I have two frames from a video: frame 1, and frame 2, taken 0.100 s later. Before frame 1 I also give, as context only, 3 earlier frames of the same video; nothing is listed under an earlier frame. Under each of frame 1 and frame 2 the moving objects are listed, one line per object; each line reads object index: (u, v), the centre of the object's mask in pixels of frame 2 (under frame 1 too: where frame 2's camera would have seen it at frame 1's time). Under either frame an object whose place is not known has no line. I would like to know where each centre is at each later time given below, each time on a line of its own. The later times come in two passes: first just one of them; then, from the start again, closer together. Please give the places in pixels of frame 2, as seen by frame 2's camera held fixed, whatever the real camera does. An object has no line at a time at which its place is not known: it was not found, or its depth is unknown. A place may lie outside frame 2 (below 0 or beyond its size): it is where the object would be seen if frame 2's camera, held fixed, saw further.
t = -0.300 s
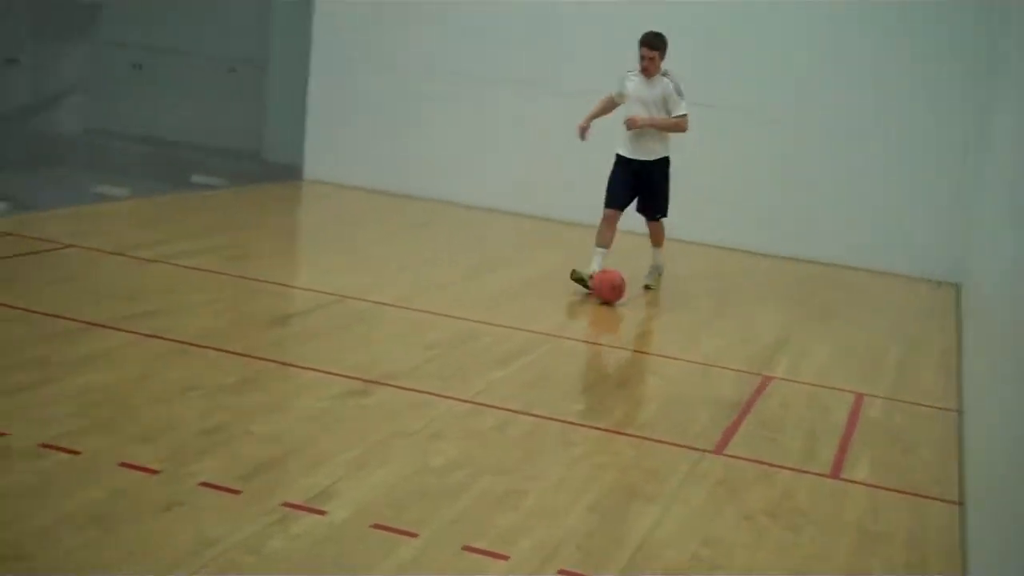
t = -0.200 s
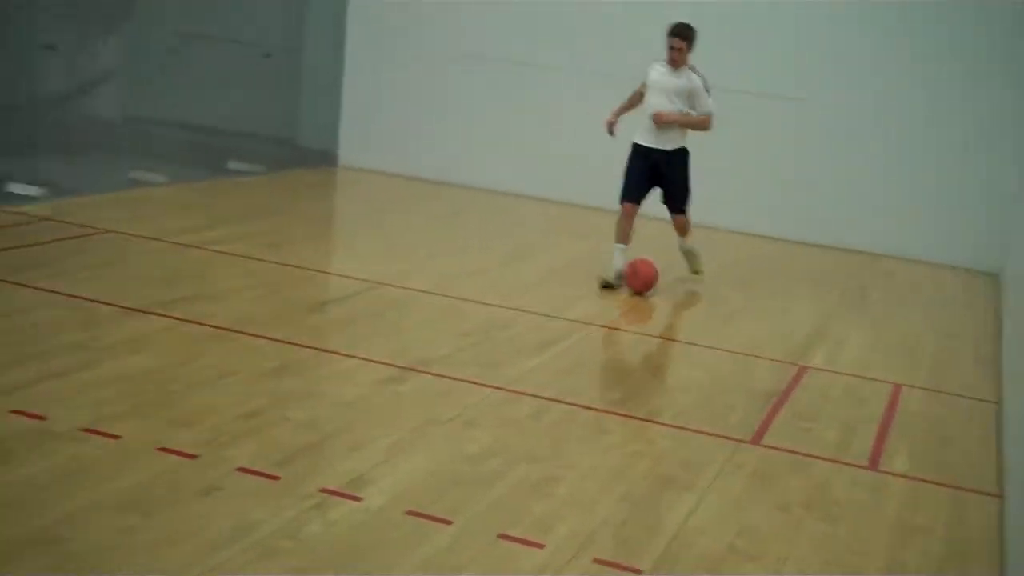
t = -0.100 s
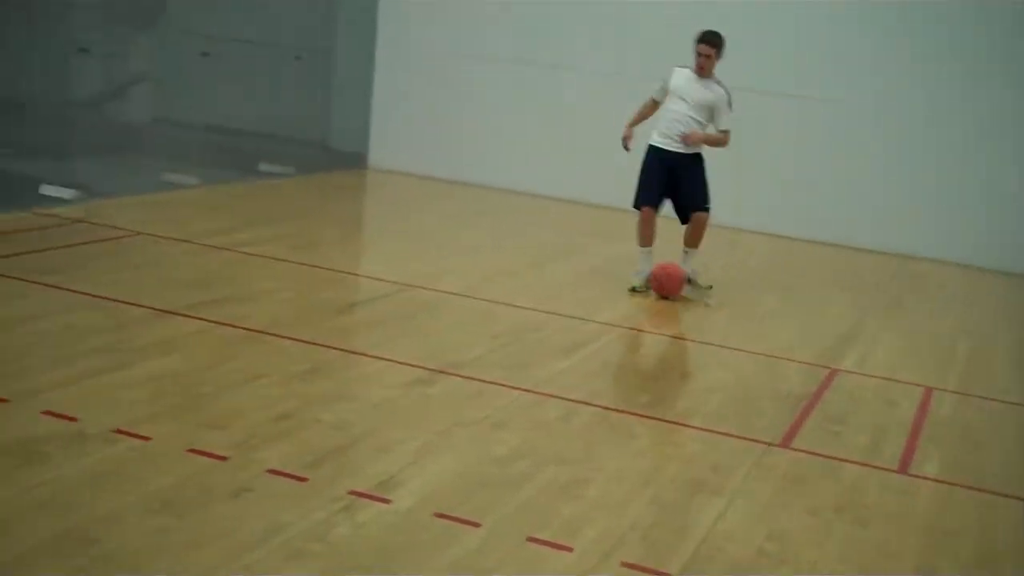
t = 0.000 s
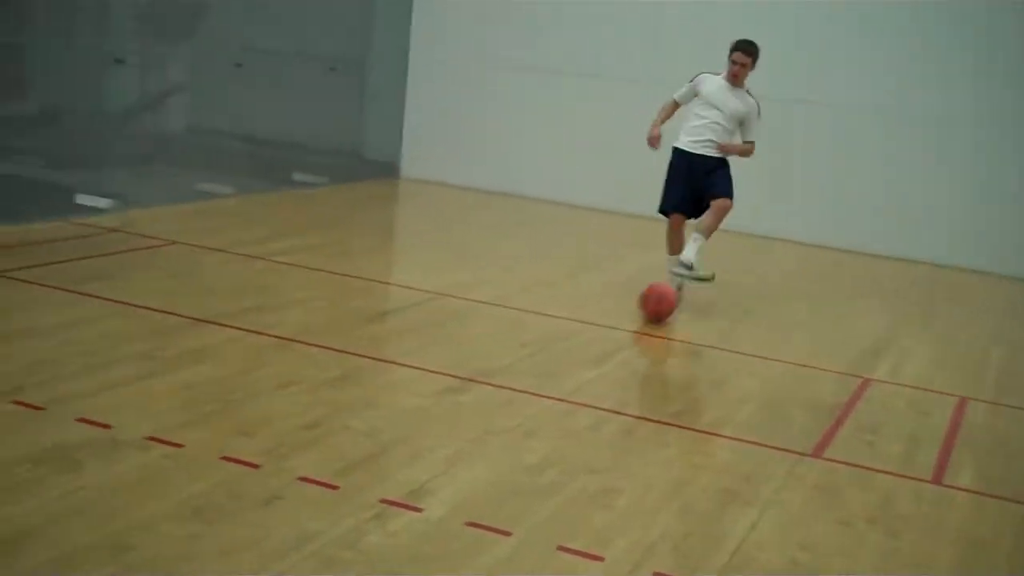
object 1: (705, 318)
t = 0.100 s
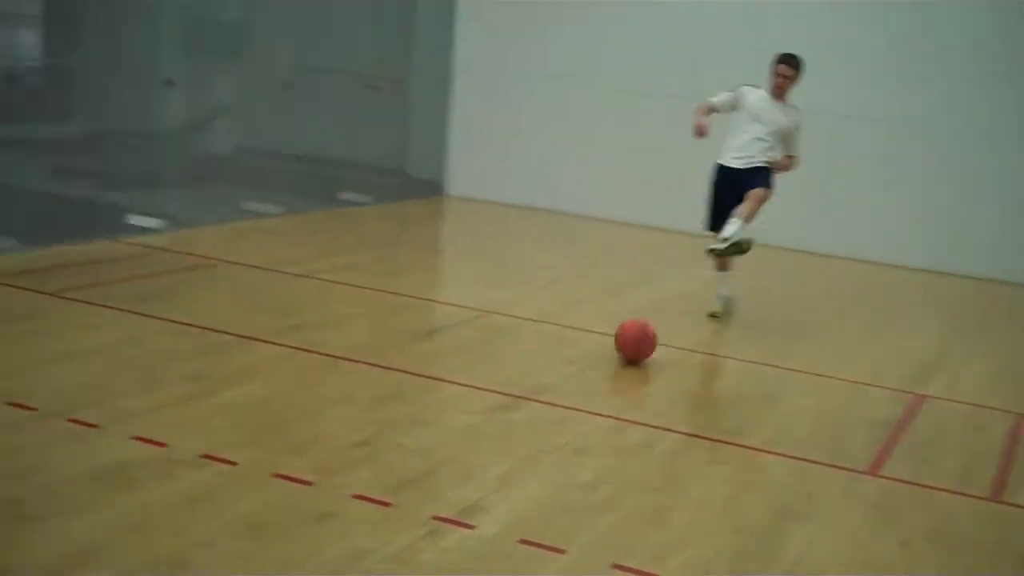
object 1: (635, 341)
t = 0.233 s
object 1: (523, 376)
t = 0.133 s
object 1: (609, 349)
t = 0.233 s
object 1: (523, 376)
